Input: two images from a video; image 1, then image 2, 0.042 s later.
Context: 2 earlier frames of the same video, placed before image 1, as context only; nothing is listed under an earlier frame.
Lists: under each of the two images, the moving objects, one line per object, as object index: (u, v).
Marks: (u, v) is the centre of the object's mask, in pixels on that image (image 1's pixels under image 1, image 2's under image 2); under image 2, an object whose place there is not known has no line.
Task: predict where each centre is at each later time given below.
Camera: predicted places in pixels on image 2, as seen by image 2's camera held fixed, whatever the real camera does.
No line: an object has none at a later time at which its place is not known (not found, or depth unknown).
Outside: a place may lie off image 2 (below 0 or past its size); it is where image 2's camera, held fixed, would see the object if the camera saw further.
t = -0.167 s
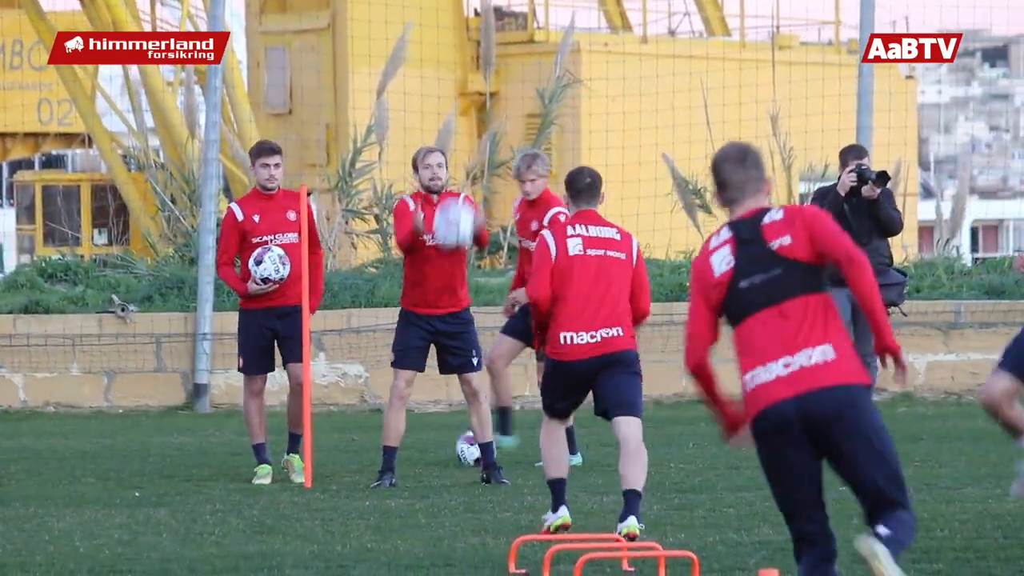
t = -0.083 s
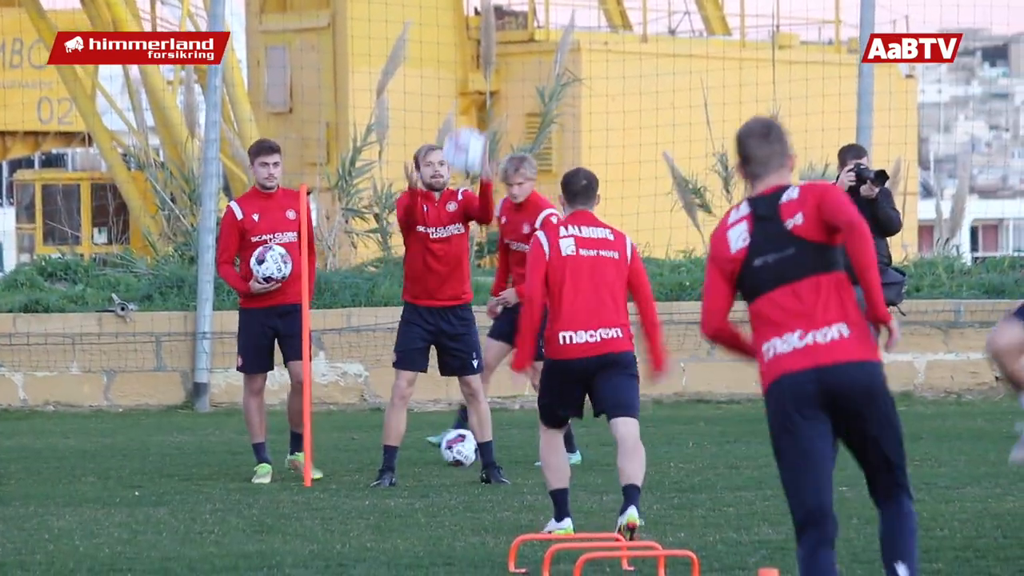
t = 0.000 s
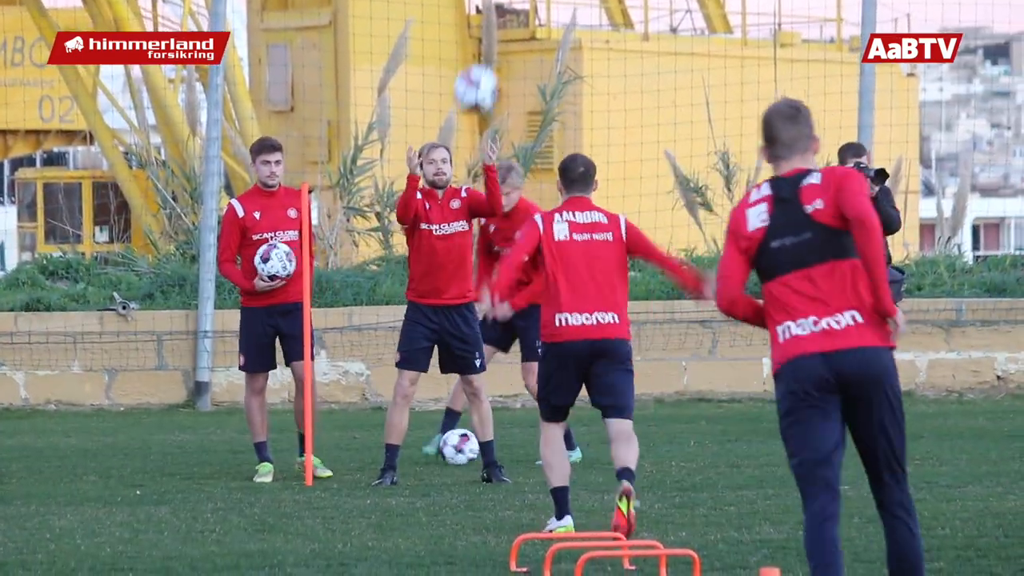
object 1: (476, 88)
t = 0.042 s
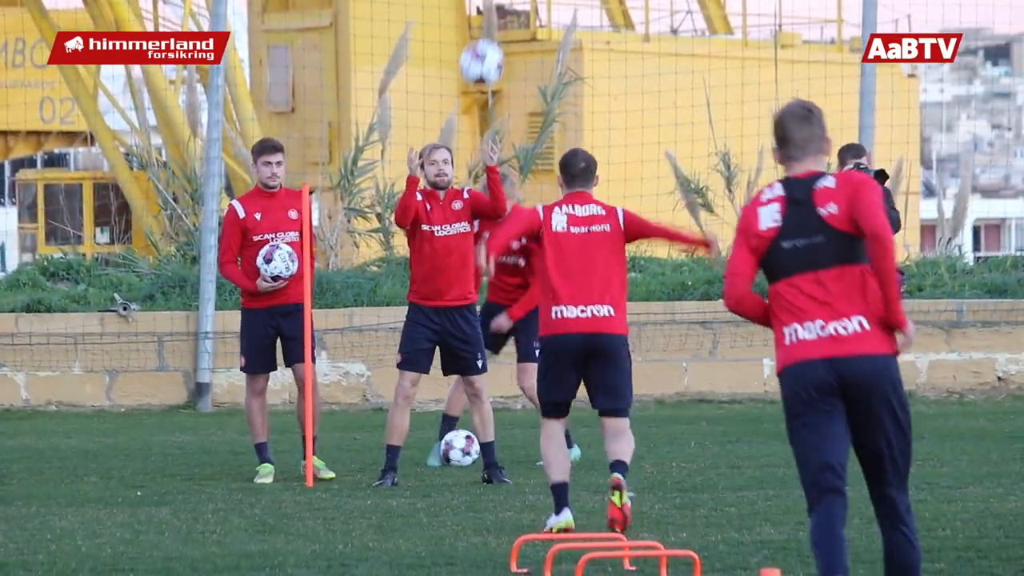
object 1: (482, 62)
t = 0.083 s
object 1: (487, 39)
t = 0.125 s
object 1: (493, 20)
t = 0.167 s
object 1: (498, 8)
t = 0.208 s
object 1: (504, -2)
